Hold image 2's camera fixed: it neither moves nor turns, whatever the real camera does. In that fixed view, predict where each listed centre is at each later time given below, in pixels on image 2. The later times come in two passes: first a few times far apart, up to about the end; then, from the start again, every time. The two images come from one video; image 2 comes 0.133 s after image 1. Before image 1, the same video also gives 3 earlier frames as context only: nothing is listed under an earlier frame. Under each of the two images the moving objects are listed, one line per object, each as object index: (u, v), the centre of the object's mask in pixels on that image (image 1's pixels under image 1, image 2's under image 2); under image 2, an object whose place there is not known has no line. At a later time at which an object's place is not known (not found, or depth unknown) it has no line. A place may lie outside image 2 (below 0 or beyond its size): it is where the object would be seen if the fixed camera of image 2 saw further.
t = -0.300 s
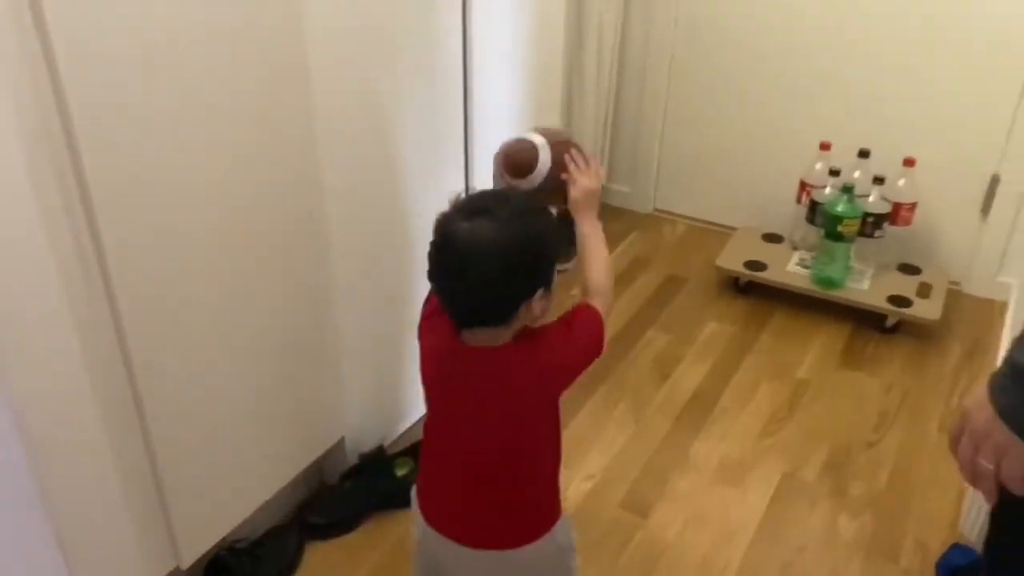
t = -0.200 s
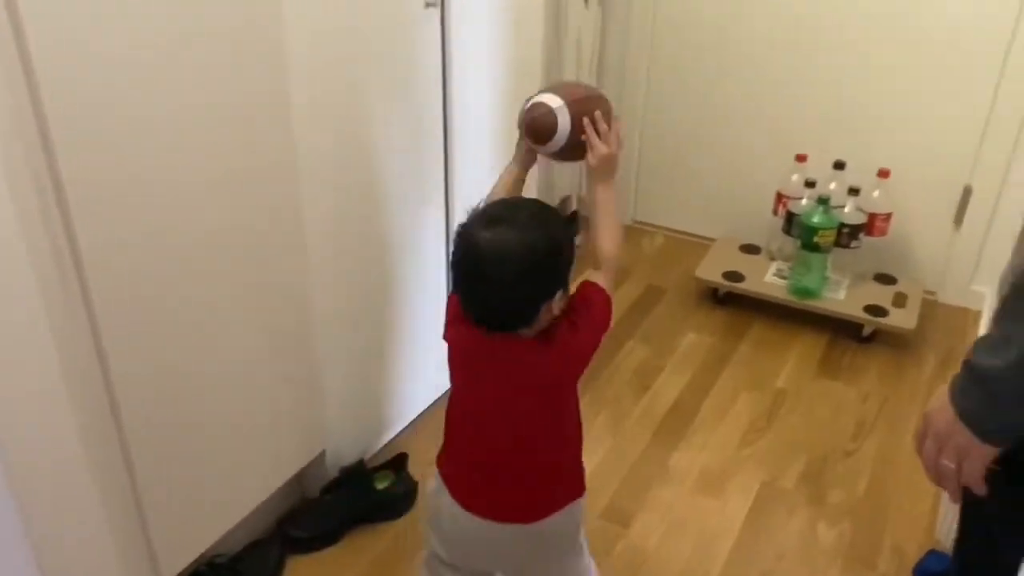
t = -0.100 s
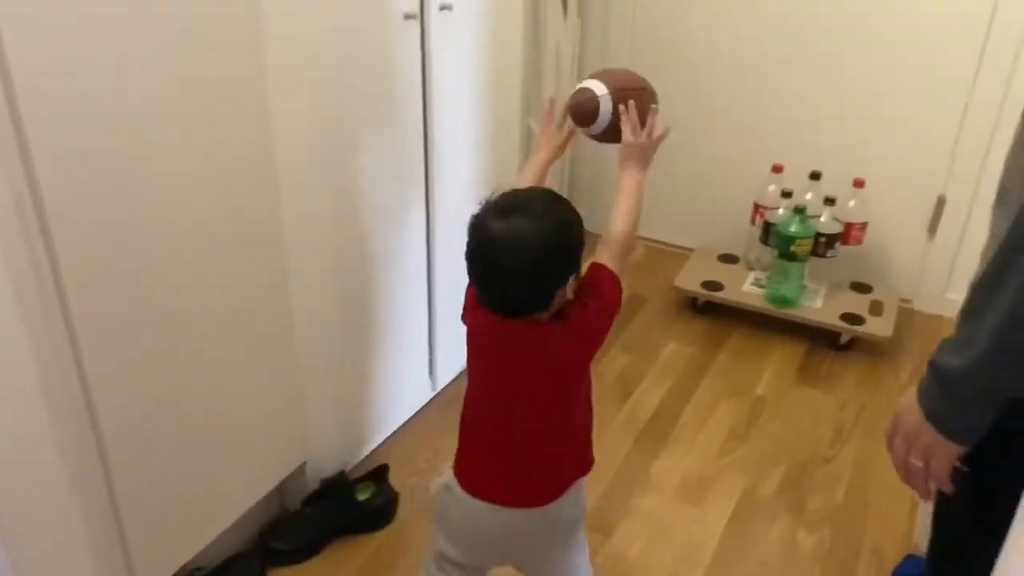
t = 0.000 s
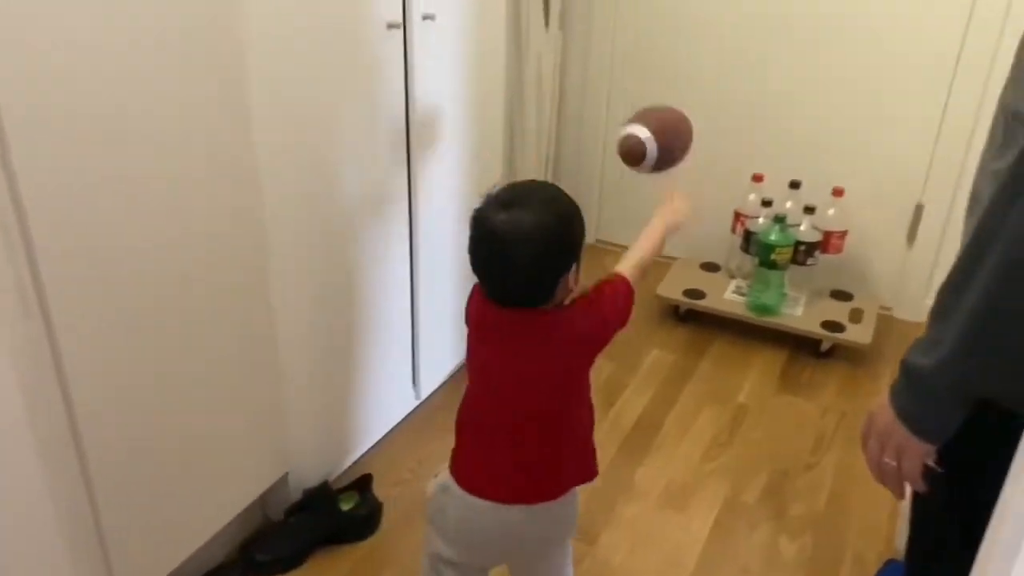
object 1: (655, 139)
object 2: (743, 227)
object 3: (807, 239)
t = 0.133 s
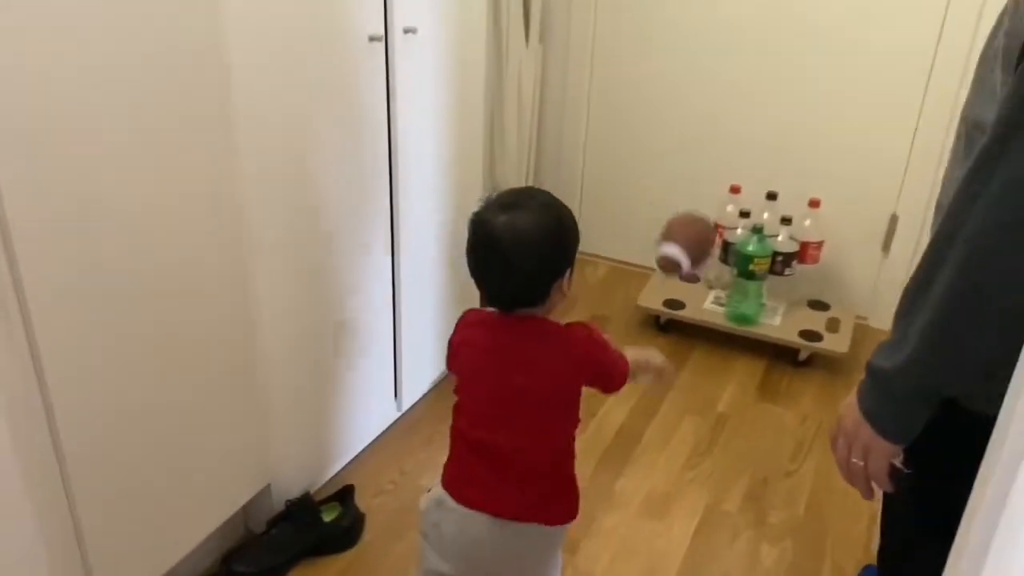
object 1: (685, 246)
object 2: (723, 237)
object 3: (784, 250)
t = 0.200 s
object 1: (701, 305)
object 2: (723, 228)
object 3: (784, 249)
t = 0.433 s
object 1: (762, 302)
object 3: (786, 245)
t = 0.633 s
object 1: (791, 301)
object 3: (793, 246)
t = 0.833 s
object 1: (785, 305)
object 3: (817, 254)
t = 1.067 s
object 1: (783, 304)
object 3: (846, 288)
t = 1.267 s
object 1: (786, 307)
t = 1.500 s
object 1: (783, 305)
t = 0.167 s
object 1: (693, 275)
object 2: (726, 217)
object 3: (785, 249)
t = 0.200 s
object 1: (701, 305)
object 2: (723, 228)
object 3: (784, 249)
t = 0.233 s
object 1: (705, 338)
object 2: (721, 237)
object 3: (784, 250)
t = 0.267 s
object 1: (713, 368)
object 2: (722, 238)
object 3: (785, 250)
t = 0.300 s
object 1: (720, 380)
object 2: (721, 237)
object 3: (784, 250)
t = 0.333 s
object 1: (731, 348)
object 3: (784, 249)
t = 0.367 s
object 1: (744, 318)
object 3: (784, 249)
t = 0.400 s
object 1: (755, 307)
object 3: (787, 247)
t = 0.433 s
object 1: (762, 302)
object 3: (786, 245)
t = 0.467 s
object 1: (770, 301)
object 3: (785, 244)
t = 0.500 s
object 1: (779, 302)
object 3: (785, 244)
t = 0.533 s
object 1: (787, 308)
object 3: (786, 243)
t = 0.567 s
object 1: (793, 313)
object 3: (787, 249)
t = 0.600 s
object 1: (792, 305)
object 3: (789, 247)
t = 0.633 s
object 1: (791, 301)
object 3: (793, 246)
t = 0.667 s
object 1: (789, 299)
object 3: (798, 238)
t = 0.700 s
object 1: (787, 300)
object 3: (800, 245)
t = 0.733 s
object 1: (785, 304)
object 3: (804, 251)
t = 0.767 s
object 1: (786, 304)
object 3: (808, 249)
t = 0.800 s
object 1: (786, 304)
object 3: (811, 253)
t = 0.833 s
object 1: (785, 305)
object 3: (817, 254)
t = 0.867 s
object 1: (784, 303)
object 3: (823, 260)
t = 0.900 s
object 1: (783, 304)
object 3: (825, 266)
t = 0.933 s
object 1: (783, 303)
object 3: (831, 271)
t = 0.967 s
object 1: (782, 303)
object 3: (839, 276)
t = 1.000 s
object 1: (783, 303)
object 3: (839, 283)
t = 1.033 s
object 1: (783, 303)
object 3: (844, 285)
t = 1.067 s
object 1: (783, 304)
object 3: (846, 288)
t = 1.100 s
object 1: (784, 305)
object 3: (847, 282)
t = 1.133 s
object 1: (785, 305)
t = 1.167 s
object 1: (786, 306)
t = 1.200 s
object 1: (786, 306)
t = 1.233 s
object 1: (786, 307)
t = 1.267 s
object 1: (786, 307)
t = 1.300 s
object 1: (786, 307)
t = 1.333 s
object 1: (786, 307)
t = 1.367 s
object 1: (785, 307)
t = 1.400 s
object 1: (785, 306)
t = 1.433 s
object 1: (784, 306)
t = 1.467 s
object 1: (783, 305)
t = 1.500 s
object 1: (783, 305)
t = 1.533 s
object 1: (783, 305)
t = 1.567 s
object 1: (782, 304)
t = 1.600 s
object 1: (782, 304)
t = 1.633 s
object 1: (782, 304)
